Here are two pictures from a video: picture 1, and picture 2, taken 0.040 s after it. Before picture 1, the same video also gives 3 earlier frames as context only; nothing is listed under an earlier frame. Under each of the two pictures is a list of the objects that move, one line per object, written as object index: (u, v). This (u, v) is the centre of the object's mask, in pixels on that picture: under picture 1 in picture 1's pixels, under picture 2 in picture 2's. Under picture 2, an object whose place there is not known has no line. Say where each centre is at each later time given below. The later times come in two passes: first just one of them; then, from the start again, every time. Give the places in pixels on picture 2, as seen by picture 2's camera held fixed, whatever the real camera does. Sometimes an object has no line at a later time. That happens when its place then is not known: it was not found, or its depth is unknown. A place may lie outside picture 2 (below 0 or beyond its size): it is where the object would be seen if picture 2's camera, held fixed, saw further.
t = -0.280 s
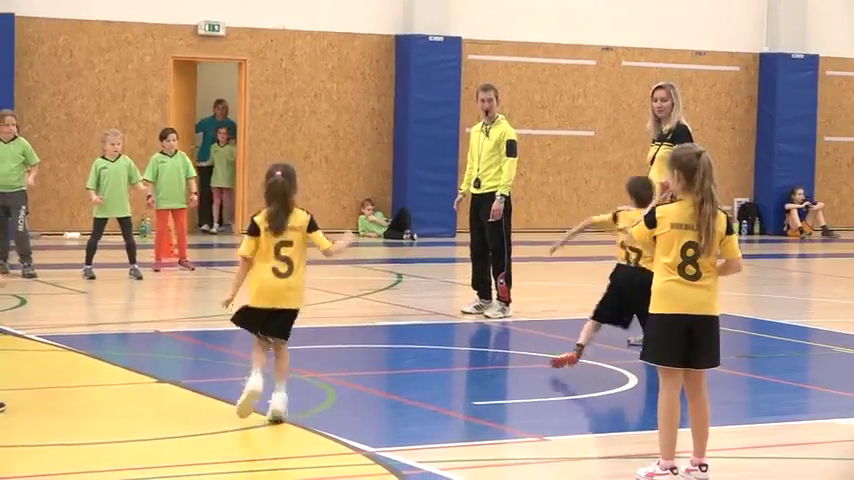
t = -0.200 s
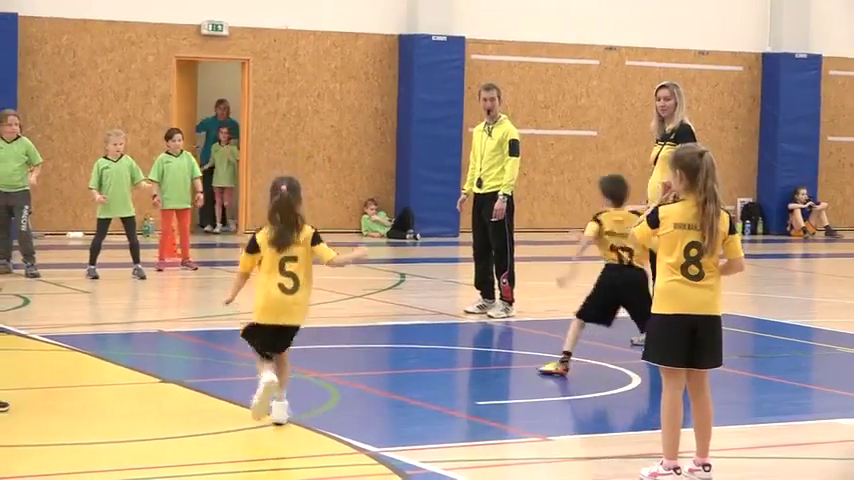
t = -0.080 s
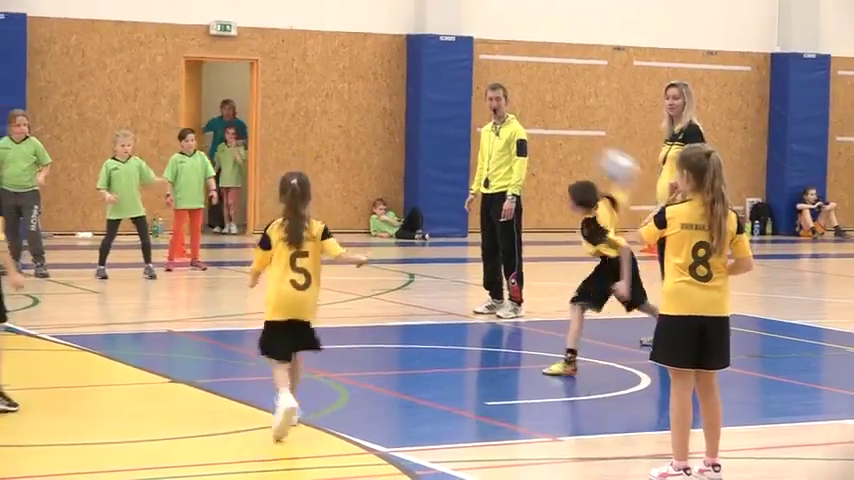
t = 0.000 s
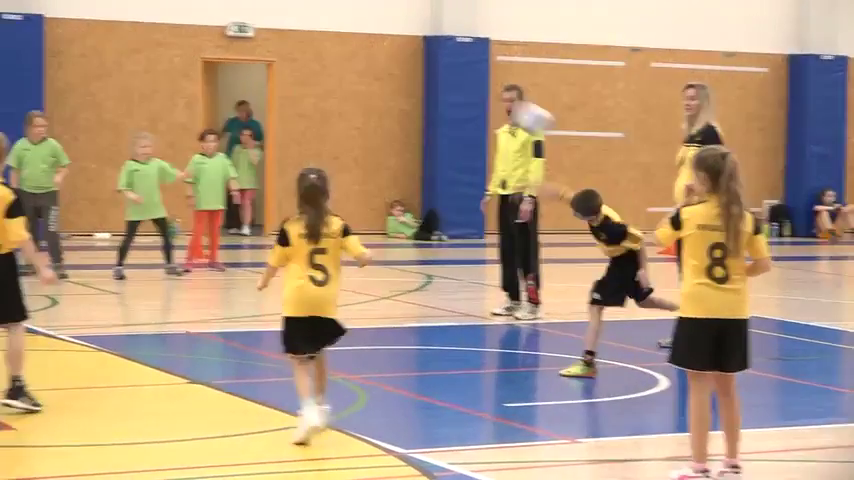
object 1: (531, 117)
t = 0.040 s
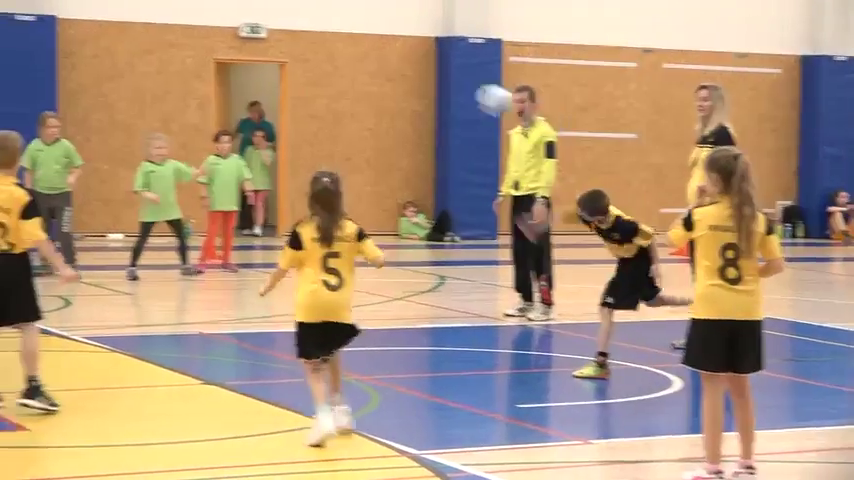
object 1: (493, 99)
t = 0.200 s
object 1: (326, 50)
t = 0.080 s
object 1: (451, 84)
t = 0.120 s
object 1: (408, 68)
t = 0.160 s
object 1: (366, 59)
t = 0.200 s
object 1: (326, 50)
